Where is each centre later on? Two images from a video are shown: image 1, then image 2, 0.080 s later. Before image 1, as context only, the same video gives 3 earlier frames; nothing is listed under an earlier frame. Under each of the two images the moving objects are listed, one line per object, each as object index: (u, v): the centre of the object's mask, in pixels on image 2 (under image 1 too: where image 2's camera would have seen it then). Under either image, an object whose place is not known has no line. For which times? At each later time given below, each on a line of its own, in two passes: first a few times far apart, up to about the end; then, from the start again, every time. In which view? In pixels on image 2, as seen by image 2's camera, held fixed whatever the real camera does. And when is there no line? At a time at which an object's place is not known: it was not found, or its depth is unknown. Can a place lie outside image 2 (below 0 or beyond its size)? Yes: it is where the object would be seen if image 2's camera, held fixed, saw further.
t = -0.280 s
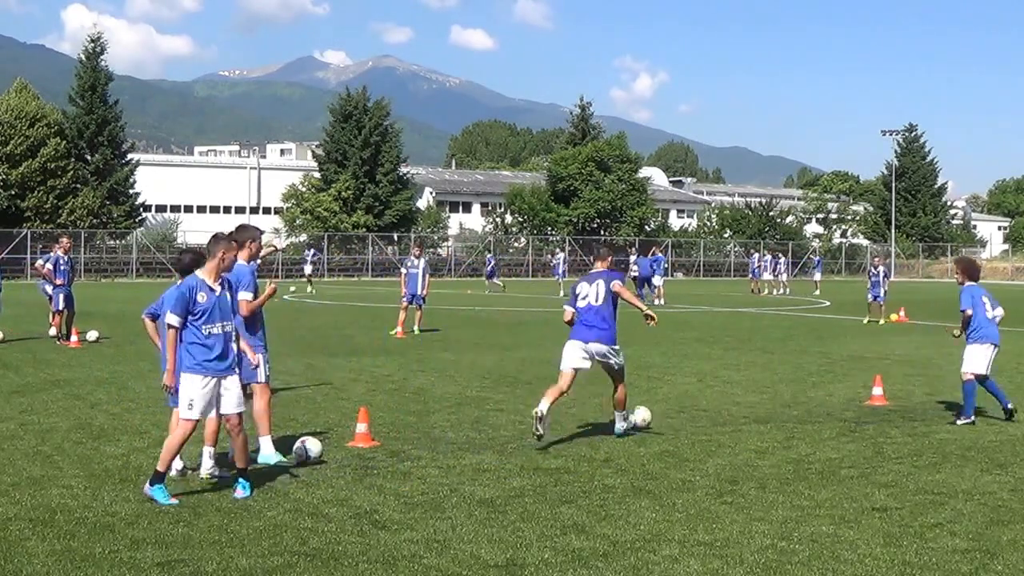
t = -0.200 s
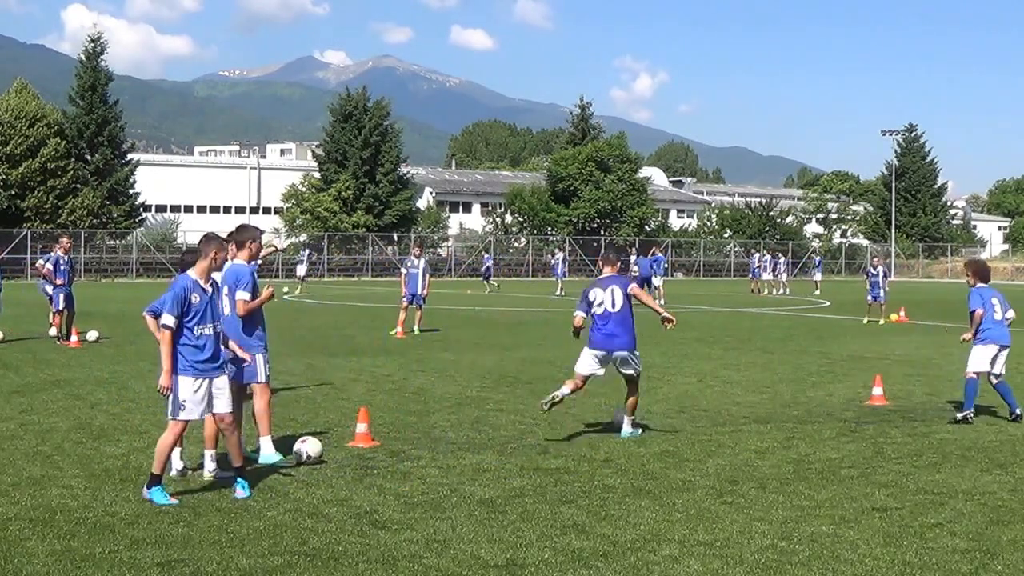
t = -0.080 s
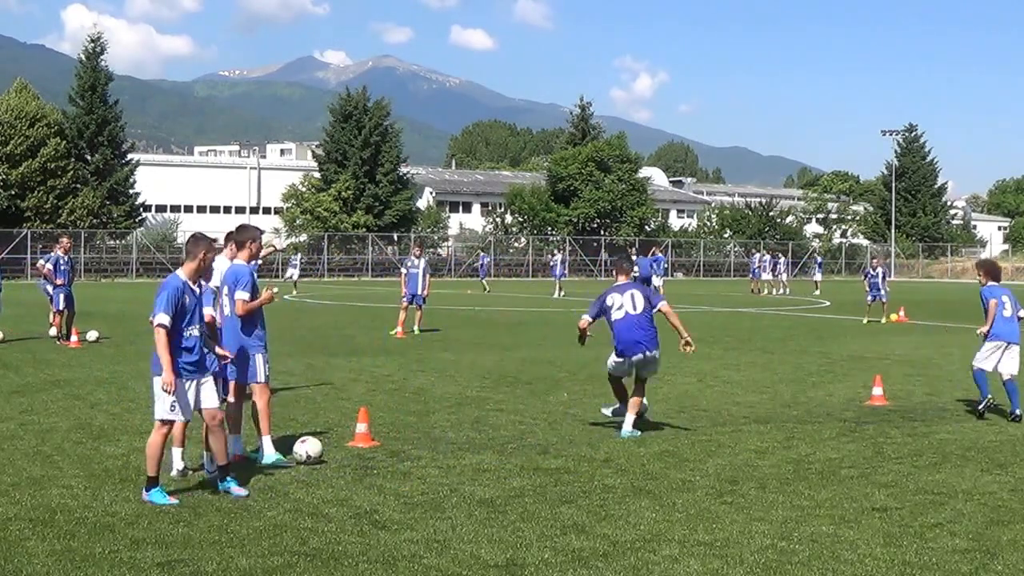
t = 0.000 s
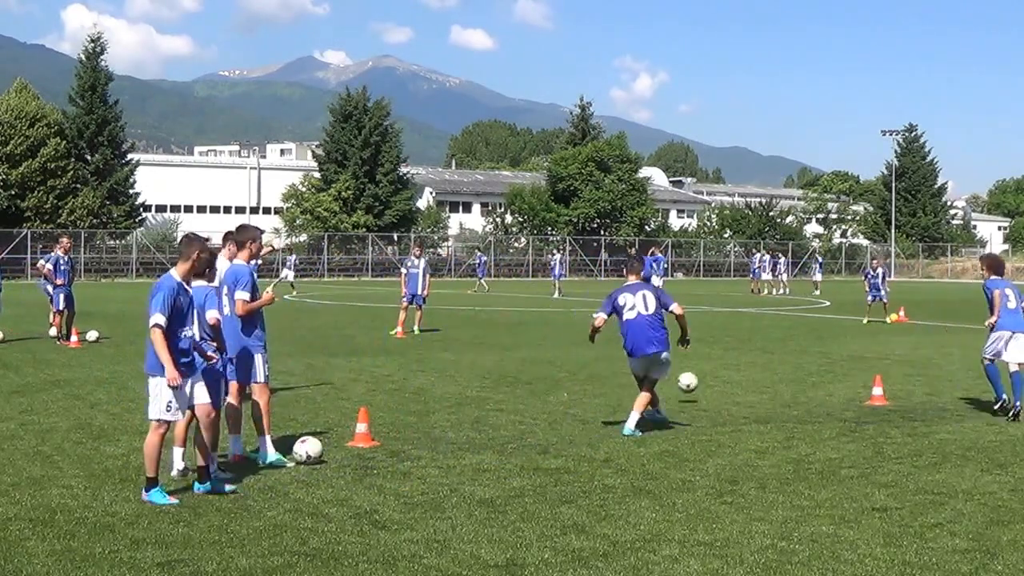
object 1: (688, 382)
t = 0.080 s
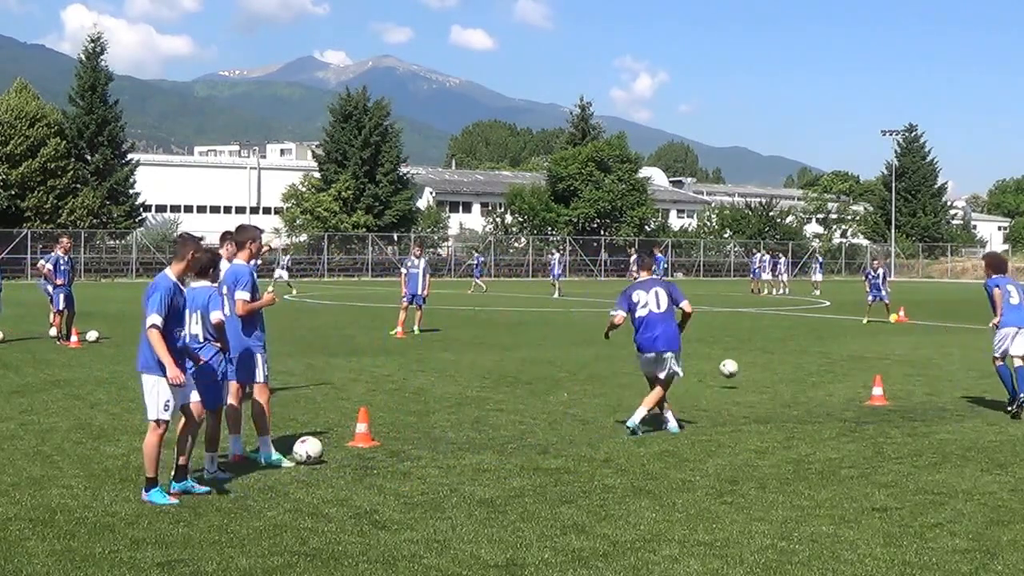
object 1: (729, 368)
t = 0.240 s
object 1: (789, 361)
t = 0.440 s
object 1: (832, 342)
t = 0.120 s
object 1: (746, 364)
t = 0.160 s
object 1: (762, 362)
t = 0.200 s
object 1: (777, 361)
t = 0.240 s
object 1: (789, 361)
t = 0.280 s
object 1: (799, 354)
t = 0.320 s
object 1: (808, 349)
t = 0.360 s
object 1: (816, 345)
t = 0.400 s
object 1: (825, 343)
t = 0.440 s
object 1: (832, 342)
